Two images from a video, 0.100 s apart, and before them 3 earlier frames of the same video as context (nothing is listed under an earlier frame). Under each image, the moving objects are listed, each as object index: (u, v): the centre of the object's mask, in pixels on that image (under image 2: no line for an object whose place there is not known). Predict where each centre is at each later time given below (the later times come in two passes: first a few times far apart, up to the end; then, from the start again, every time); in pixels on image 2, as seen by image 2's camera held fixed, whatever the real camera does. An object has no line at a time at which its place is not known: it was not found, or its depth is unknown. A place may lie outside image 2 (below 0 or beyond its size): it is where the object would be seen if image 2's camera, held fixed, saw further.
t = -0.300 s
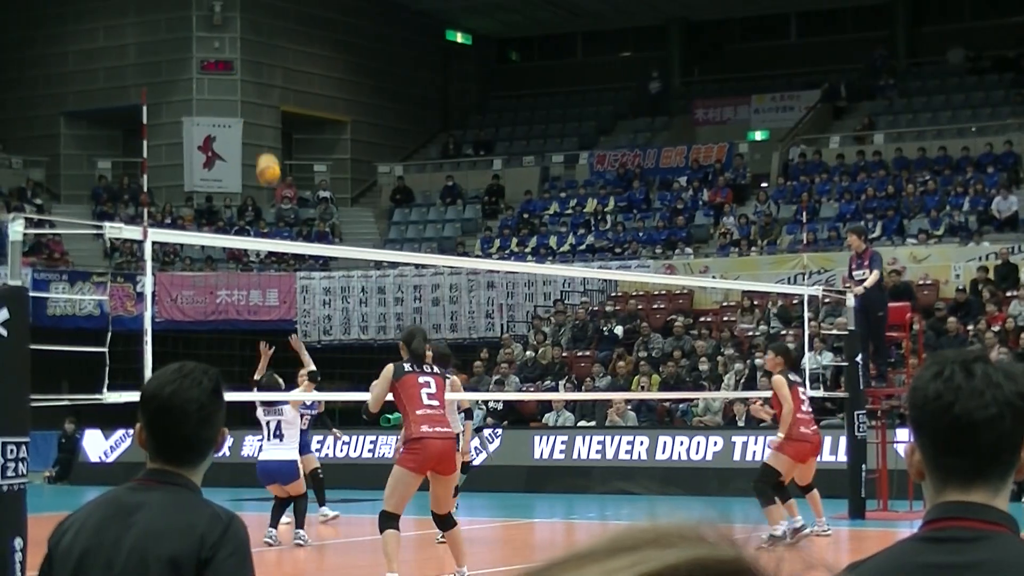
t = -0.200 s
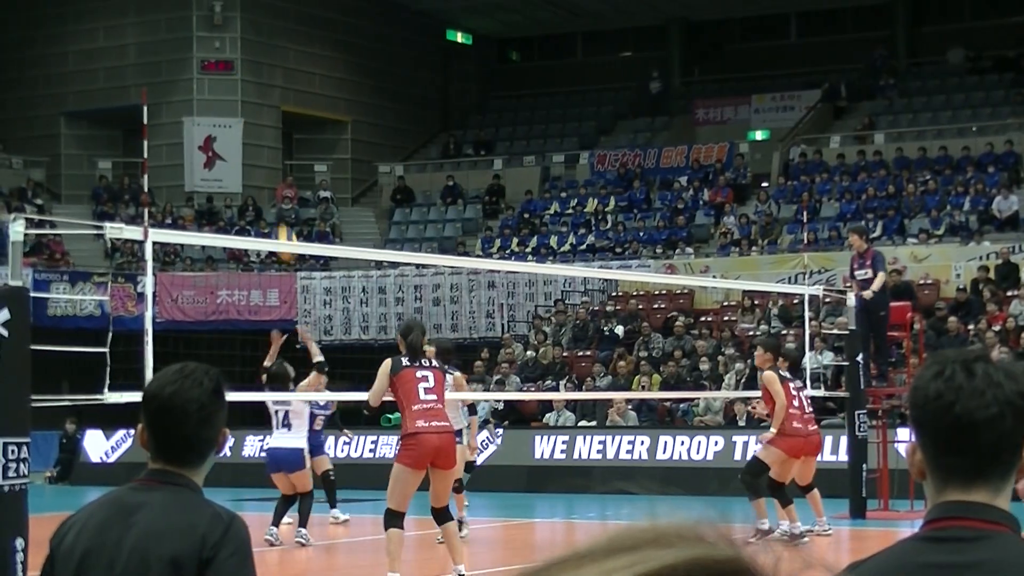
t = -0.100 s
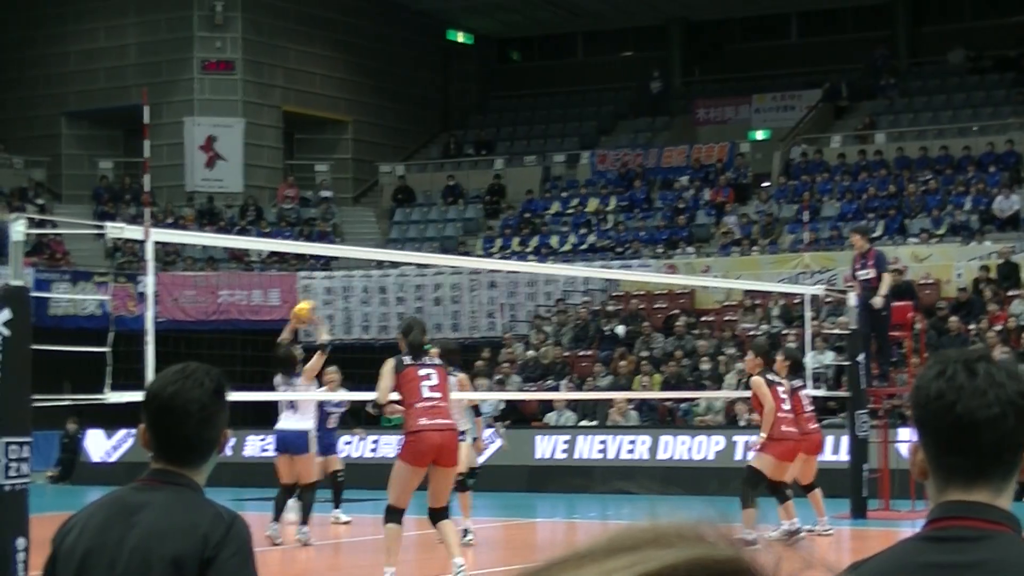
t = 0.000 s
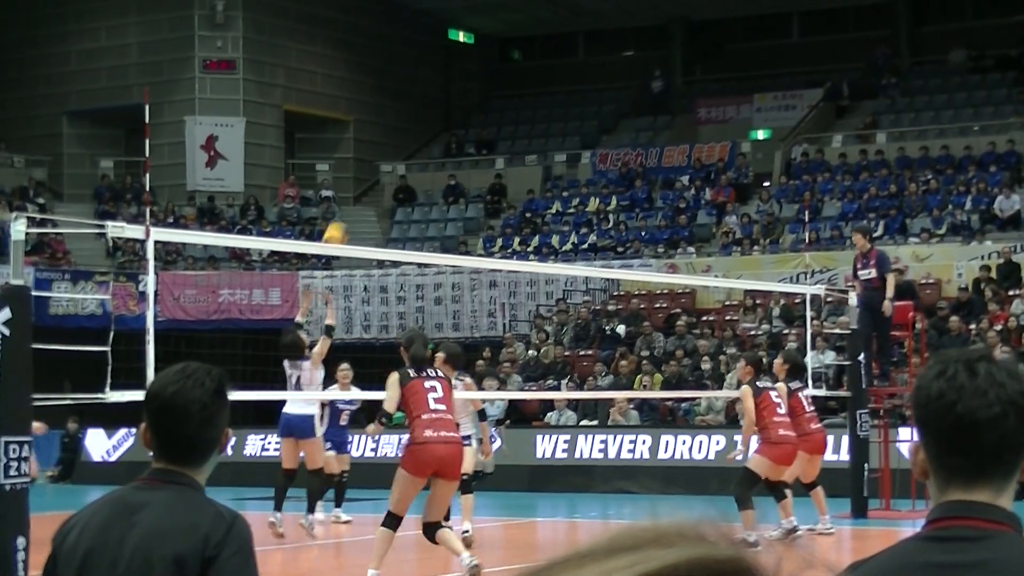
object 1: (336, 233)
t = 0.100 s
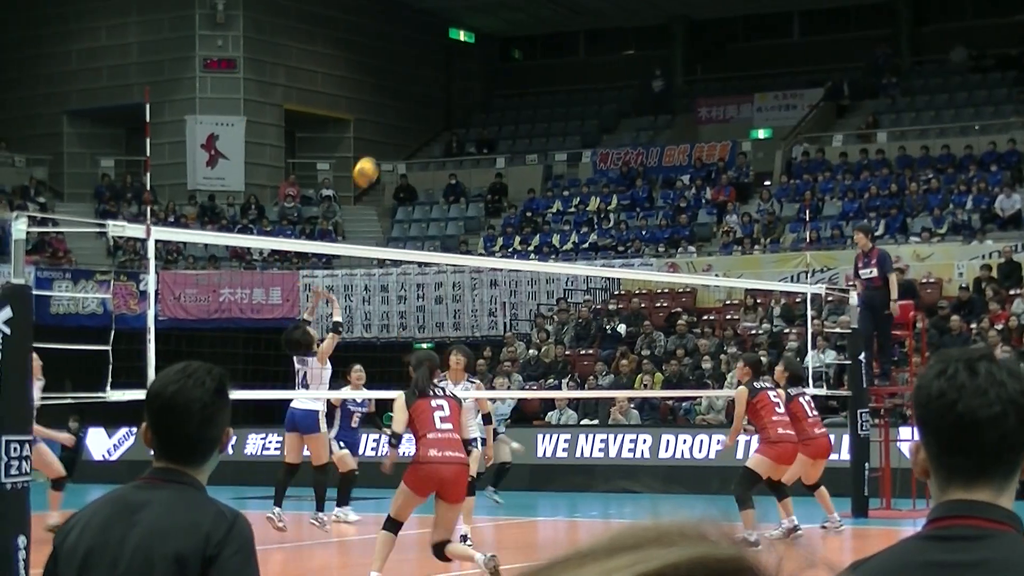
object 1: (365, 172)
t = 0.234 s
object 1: (406, 106)
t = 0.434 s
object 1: (461, 49)
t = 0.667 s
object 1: (524, 38)
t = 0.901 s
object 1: (581, 84)
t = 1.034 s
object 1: (612, 132)
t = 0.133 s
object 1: (375, 153)
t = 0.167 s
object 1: (386, 136)
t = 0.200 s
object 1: (396, 120)
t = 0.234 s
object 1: (406, 106)
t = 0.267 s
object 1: (415, 93)
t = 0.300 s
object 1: (425, 81)
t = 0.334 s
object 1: (434, 71)
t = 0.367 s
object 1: (443, 62)
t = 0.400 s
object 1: (452, 54)
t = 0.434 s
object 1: (461, 49)
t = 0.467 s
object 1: (470, 43)
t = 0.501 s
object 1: (480, 39)
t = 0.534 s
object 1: (489, 37)
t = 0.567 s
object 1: (498, 35)
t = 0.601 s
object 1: (507, 35)
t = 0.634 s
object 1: (516, 36)
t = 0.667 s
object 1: (524, 38)
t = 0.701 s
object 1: (532, 41)
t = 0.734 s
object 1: (541, 45)
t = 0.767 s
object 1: (549, 51)
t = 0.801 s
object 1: (558, 57)
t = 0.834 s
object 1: (565, 65)
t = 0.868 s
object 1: (573, 74)
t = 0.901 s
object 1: (581, 84)
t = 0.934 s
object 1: (589, 95)
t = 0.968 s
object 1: (597, 106)
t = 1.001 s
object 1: (605, 119)
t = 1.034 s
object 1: (612, 132)
